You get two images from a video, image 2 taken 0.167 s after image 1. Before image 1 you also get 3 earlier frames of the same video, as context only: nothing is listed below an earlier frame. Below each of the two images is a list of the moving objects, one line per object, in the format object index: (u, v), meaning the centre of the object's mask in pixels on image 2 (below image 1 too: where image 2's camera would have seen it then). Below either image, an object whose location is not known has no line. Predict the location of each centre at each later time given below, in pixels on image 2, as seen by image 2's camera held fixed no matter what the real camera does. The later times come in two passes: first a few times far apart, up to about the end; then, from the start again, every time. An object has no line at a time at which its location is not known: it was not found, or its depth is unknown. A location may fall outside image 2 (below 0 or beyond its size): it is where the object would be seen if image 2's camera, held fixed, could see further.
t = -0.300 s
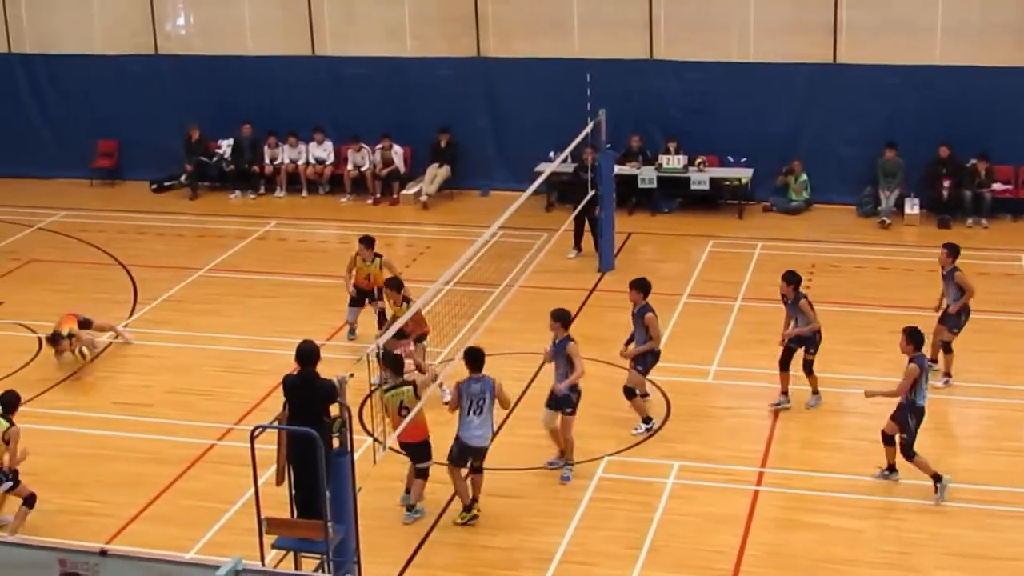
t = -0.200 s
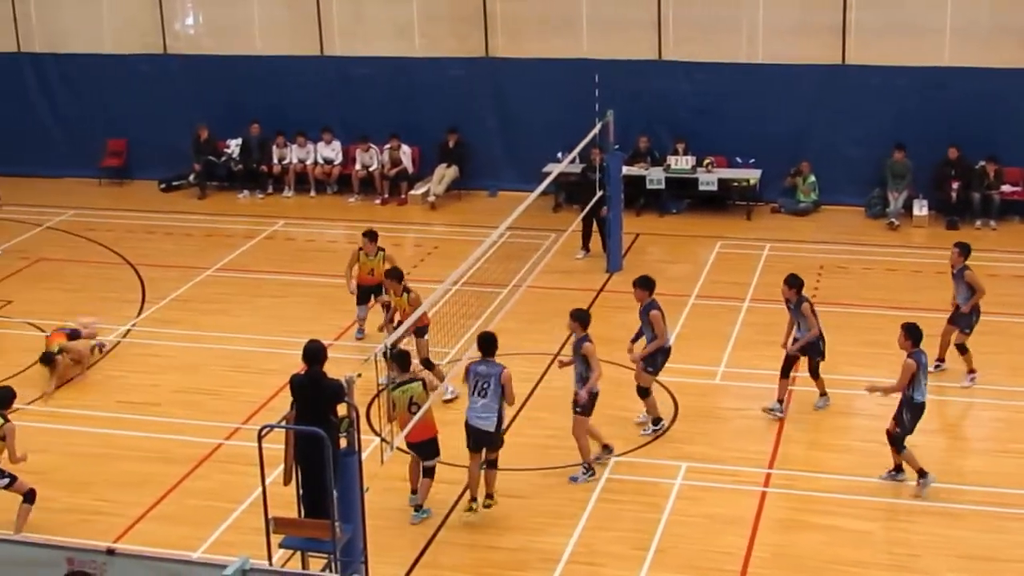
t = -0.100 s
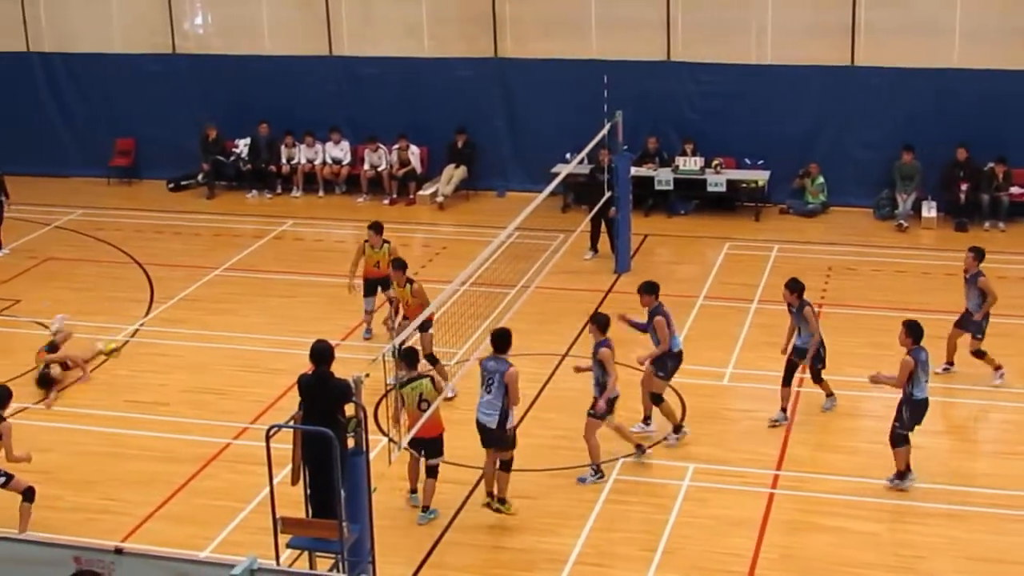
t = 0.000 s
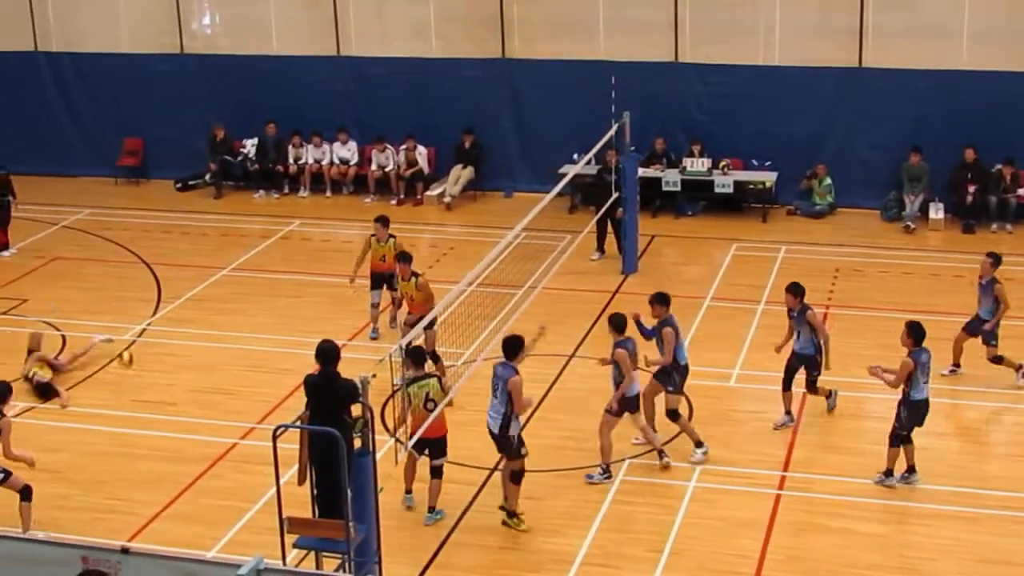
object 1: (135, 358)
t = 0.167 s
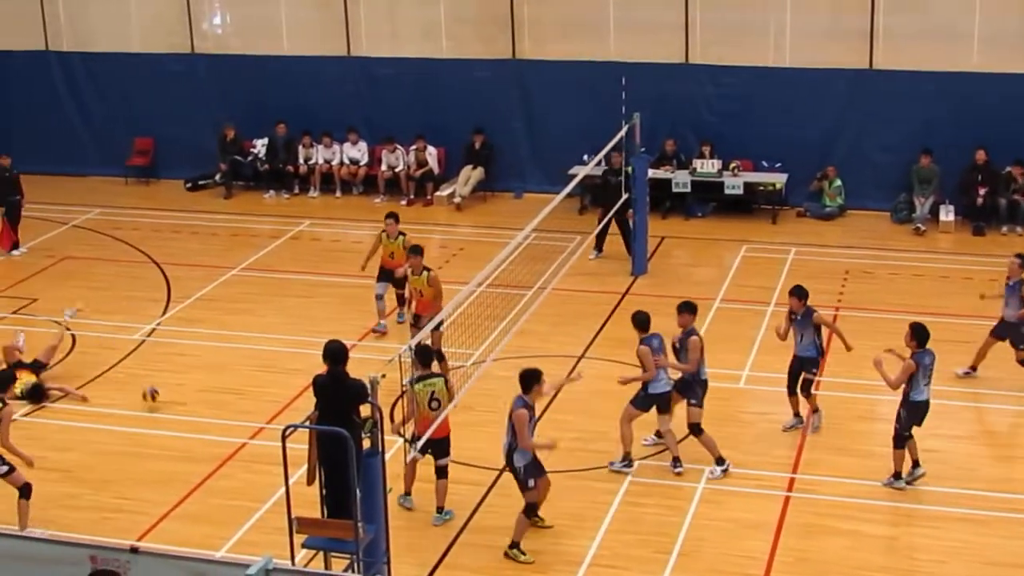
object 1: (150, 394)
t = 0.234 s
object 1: (153, 398)
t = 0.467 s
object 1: (161, 386)
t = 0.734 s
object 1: (175, 426)
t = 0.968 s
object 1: (185, 419)
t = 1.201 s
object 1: (196, 446)
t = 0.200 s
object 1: (152, 403)
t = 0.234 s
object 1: (153, 398)
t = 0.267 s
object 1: (154, 394)
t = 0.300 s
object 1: (155, 391)
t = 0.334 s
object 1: (156, 388)
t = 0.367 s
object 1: (158, 386)
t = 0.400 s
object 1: (158, 386)
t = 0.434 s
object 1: (159, 386)
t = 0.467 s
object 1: (161, 386)
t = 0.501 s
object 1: (162, 388)
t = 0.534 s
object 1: (164, 392)
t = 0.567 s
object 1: (166, 394)
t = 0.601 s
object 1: (167, 400)
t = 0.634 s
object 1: (168, 406)
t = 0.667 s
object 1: (170, 413)
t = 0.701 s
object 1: (172, 419)
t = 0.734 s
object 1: (175, 426)
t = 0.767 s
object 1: (175, 422)
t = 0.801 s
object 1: (176, 420)
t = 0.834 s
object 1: (177, 417)
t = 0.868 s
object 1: (179, 416)
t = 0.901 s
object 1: (181, 415)
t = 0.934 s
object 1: (183, 417)
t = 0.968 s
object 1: (185, 419)
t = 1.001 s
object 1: (185, 420)
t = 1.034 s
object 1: (187, 425)
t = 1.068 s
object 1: (189, 429)
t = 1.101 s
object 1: (192, 432)
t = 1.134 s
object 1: (193, 439)
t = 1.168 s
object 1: (195, 447)
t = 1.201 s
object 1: (196, 446)
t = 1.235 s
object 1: (197, 443)
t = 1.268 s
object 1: (199, 441)
